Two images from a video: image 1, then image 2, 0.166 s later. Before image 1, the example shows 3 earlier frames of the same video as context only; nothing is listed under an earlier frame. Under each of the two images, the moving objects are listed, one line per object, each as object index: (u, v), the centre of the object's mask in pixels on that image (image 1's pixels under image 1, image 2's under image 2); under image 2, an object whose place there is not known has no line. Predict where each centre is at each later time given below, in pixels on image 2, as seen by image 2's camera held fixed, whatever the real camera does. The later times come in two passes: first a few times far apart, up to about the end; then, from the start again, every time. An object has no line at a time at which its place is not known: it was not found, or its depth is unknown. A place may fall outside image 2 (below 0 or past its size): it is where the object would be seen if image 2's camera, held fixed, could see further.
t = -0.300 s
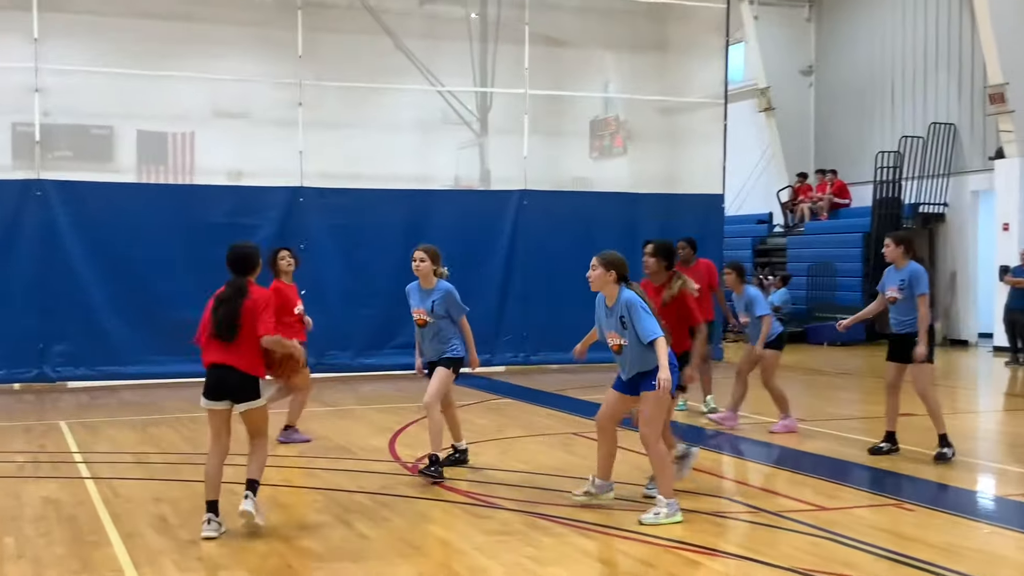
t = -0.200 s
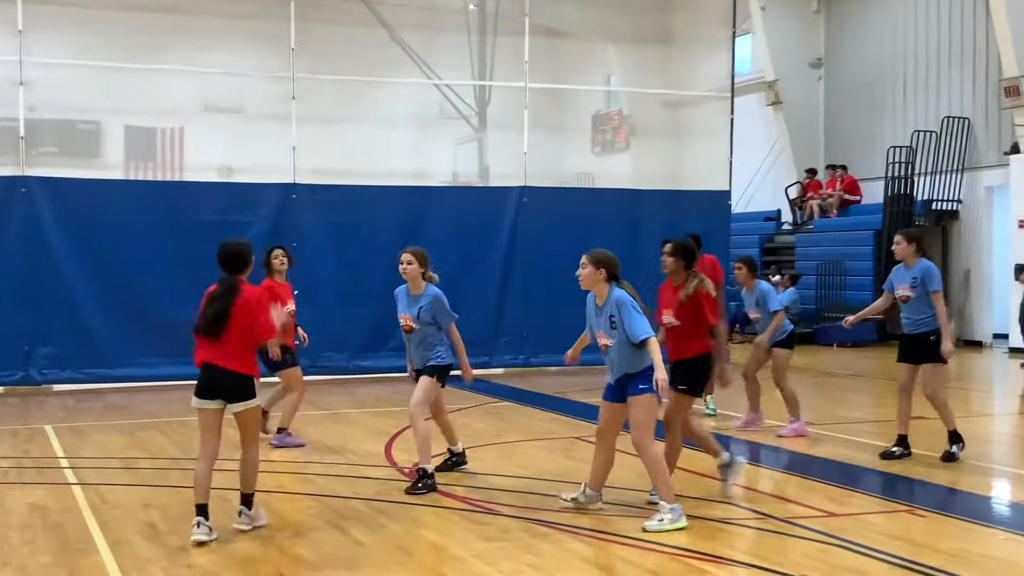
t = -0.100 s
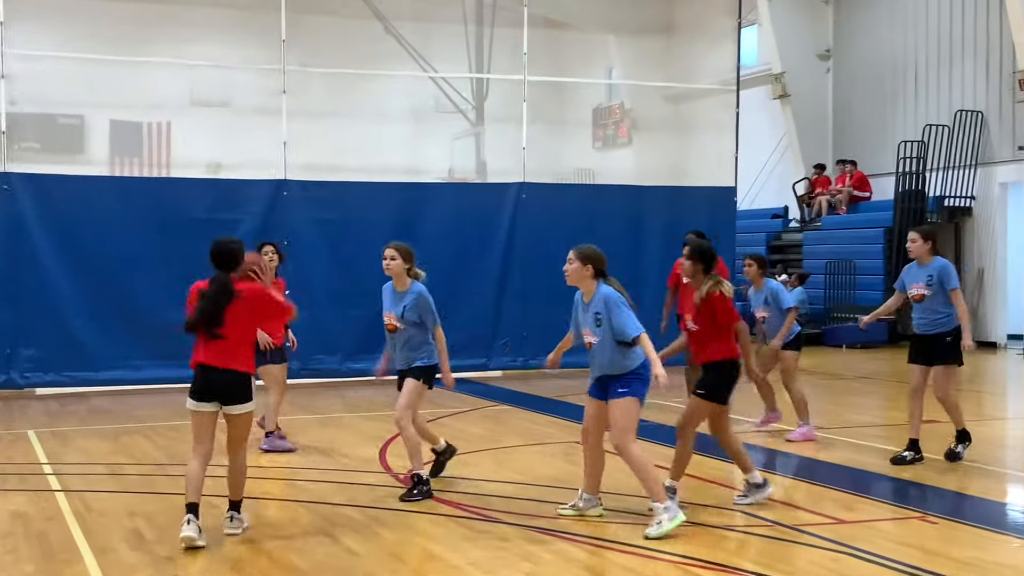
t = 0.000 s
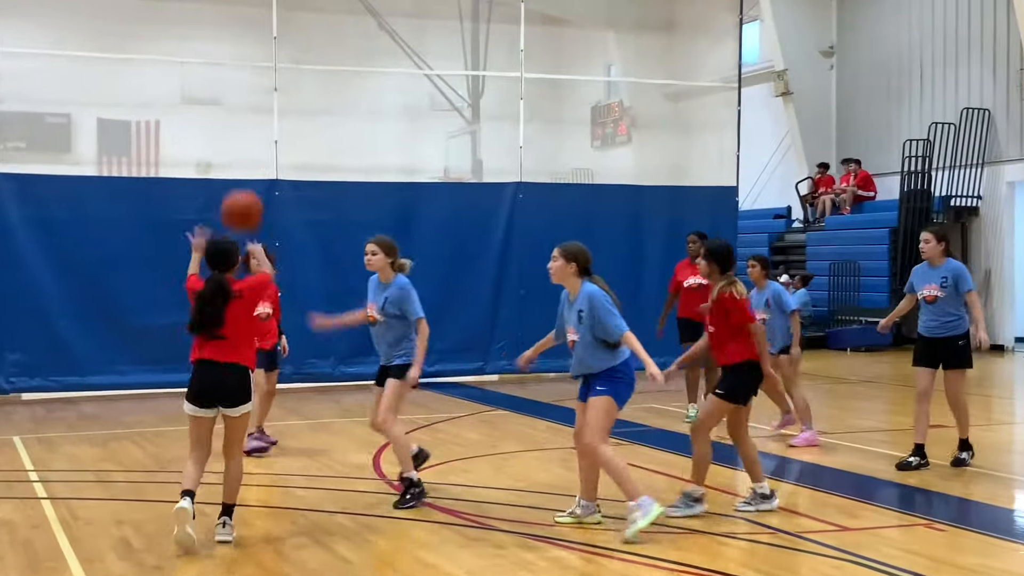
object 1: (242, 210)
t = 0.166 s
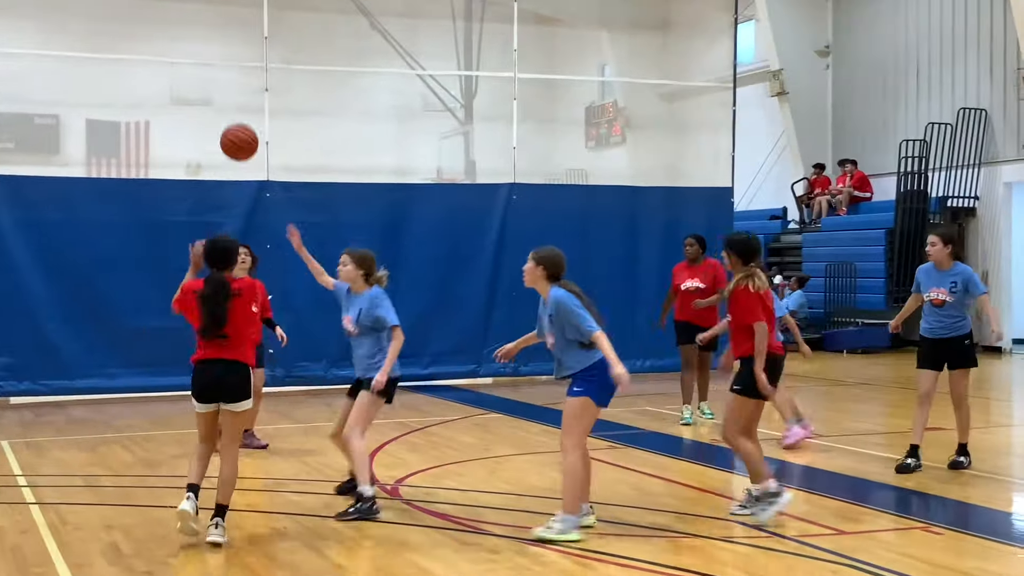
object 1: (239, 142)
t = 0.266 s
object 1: (244, 121)
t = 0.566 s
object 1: (256, 143)
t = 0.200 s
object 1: (241, 133)
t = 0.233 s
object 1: (242, 126)
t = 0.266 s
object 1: (244, 121)
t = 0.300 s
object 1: (245, 117)
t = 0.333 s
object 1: (247, 116)
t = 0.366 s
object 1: (248, 116)
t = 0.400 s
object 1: (249, 117)
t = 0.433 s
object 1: (251, 119)
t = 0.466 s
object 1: (252, 124)
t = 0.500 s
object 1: (254, 129)
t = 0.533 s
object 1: (255, 135)
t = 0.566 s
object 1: (256, 143)
